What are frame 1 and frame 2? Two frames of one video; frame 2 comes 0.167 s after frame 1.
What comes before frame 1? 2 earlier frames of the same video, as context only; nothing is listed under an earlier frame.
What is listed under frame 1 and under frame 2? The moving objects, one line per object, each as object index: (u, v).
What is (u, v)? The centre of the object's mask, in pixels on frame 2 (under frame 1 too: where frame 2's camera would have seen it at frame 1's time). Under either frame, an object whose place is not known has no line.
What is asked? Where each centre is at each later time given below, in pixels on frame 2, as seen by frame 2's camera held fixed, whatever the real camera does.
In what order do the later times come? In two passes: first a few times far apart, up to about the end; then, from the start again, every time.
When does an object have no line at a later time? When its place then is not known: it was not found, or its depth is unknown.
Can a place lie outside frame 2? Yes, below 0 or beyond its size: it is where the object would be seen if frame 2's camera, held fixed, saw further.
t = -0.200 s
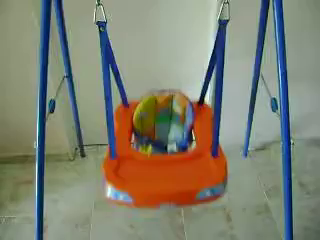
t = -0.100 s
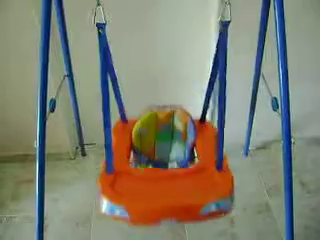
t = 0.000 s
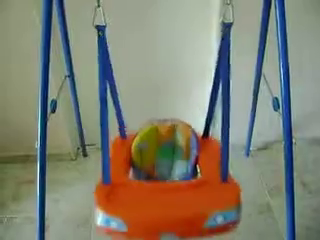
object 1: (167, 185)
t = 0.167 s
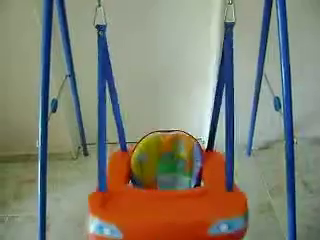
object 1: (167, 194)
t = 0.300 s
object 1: (167, 193)
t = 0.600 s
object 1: (167, 159)
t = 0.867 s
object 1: (166, 115)
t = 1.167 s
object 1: (166, 112)
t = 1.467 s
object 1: (166, 159)
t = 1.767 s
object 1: (167, 192)
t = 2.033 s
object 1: (167, 185)
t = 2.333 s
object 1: (167, 140)
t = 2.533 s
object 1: (166, 114)
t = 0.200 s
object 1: (167, 194)
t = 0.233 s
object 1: (167, 193)
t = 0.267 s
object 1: (167, 193)
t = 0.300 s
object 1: (167, 193)
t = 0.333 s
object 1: (167, 191)
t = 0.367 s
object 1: (167, 190)
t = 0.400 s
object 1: (167, 188)
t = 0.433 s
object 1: (167, 185)
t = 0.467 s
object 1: (167, 180)
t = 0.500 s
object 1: (167, 175)
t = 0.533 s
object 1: (167, 170)
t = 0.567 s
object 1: (167, 165)
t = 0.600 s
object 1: (167, 159)
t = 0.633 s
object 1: (167, 153)
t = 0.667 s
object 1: (167, 146)
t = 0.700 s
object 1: (167, 140)
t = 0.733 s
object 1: (167, 134)
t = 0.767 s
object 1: (167, 129)
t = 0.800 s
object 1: (167, 123)
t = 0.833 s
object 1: (166, 119)
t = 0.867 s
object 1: (166, 115)
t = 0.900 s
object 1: (166, 111)
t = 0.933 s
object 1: (166, 109)
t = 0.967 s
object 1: (166, 107)
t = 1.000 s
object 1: (166, 106)
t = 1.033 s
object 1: (166, 106)
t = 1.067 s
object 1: (166, 106)
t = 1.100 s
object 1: (166, 108)
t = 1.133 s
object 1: (166, 110)
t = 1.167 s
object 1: (166, 112)
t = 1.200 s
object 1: (166, 116)
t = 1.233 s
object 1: (166, 120)
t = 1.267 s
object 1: (166, 125)
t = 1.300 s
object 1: (166, 130)
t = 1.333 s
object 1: (166, 136)
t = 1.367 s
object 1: (166, 141)
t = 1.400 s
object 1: (166, 148)
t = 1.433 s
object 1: (166, 153)
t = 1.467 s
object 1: (166, 159)
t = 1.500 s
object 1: (166, 164)
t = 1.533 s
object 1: (166, 169)
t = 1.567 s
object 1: (167, 174)
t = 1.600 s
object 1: (167, 179)
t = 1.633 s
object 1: (167, 183)
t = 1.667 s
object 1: (167, 186)
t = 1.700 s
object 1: (167, 189)
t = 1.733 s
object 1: (167, 190)
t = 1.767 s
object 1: (167, 192)
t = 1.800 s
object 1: (167, 192)
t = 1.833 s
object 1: (167, 193)
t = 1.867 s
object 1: (167, 193)
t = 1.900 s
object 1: (167, 193)
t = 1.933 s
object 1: (167, 192)
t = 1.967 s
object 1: (167, 190)
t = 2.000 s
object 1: (167, 187)
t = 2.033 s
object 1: (167, 185)
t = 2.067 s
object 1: (167, 181)
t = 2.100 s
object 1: (167, 176)
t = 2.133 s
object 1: (167, 171)
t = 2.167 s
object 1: (167, 167)
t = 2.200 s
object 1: (167, 162)
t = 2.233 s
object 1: (167, 156)
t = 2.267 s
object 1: (167, 151)
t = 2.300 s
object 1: (167, 145)
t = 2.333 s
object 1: (167, 140)
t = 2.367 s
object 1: (167, 135)
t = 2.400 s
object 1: (167, 129)
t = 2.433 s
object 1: (166, 125)
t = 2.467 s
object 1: (166, 121)
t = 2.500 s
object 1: (166, 117)
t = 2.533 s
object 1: (166, 114)
